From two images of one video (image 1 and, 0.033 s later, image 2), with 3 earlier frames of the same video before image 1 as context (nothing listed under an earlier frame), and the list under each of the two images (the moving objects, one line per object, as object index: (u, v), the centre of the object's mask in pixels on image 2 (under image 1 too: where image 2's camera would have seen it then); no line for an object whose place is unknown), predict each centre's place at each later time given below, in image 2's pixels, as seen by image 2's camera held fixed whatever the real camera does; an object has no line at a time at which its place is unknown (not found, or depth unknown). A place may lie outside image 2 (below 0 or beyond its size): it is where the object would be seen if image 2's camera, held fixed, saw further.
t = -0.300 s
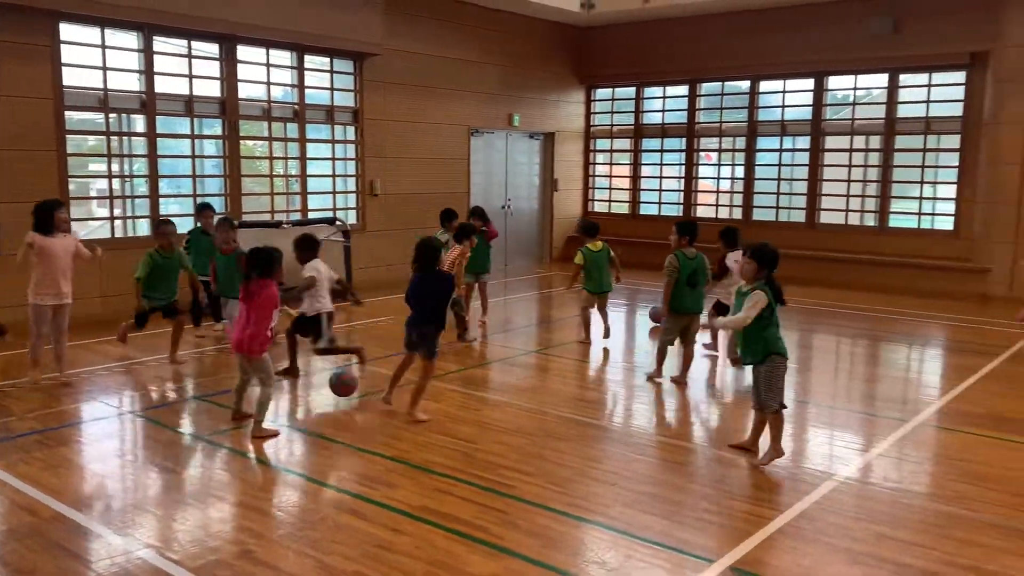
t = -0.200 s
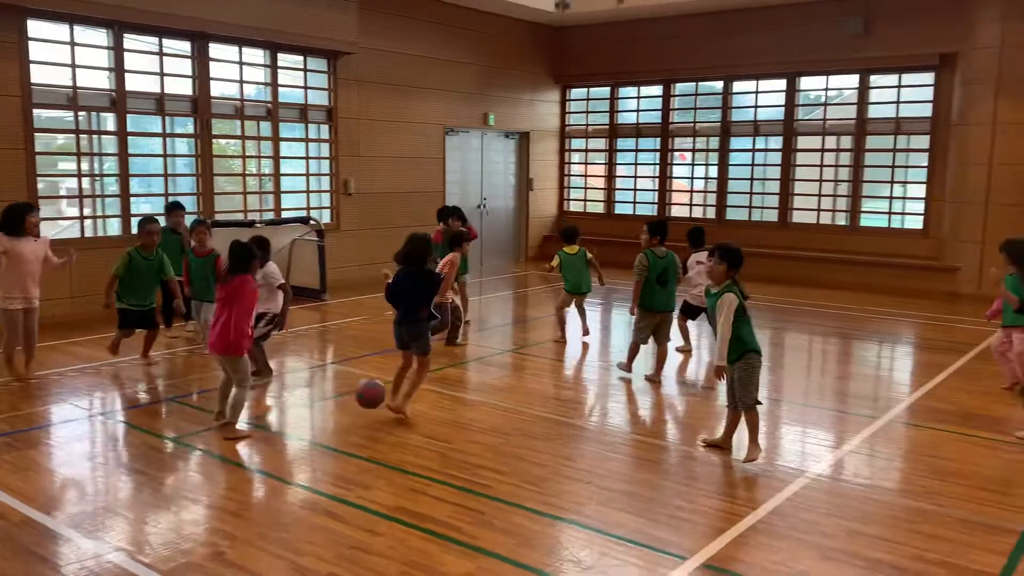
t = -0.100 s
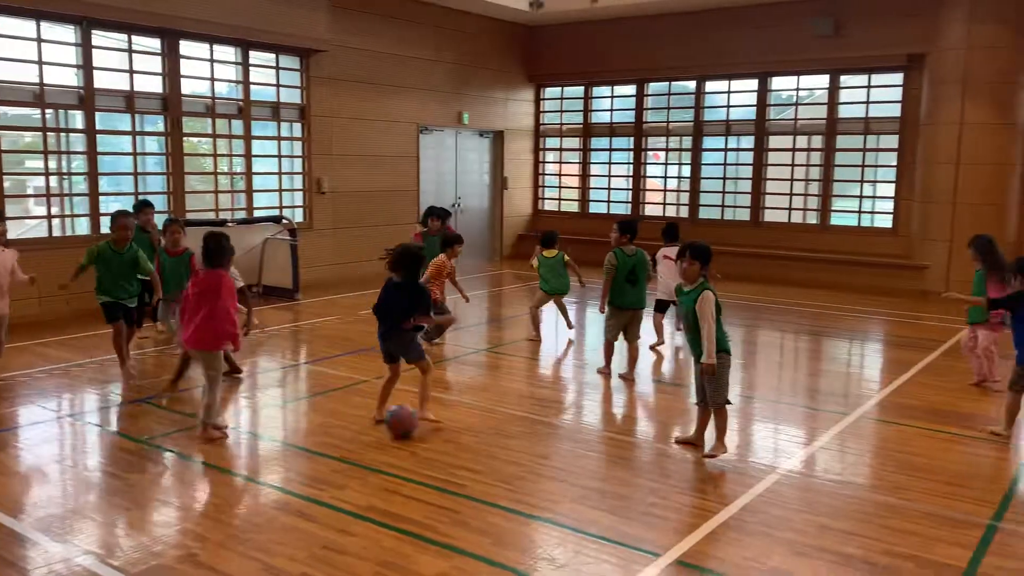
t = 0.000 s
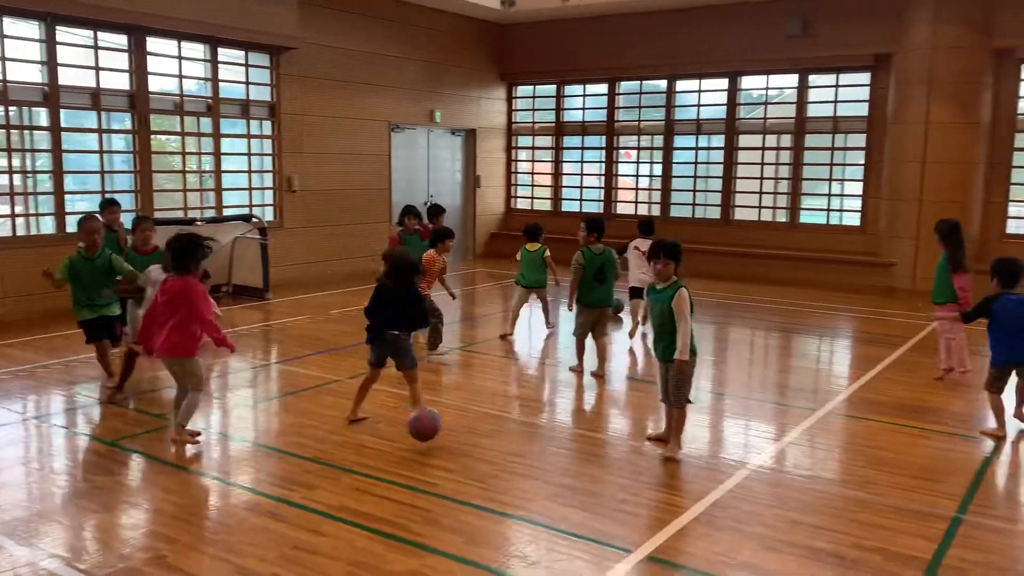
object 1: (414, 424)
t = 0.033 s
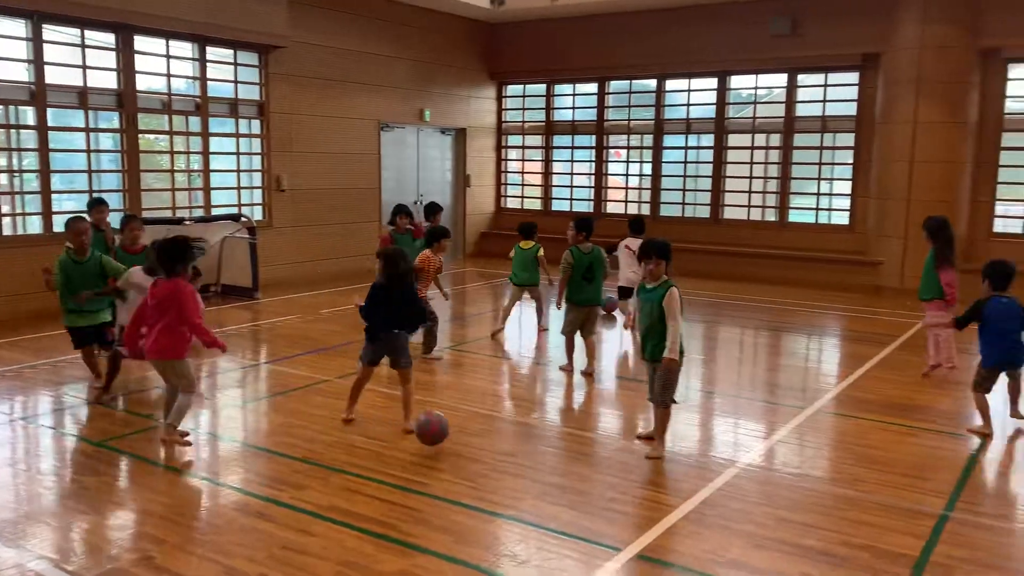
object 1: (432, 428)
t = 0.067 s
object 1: (451, 436)
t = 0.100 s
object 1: (471, 447)
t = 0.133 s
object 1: (490, 448)
